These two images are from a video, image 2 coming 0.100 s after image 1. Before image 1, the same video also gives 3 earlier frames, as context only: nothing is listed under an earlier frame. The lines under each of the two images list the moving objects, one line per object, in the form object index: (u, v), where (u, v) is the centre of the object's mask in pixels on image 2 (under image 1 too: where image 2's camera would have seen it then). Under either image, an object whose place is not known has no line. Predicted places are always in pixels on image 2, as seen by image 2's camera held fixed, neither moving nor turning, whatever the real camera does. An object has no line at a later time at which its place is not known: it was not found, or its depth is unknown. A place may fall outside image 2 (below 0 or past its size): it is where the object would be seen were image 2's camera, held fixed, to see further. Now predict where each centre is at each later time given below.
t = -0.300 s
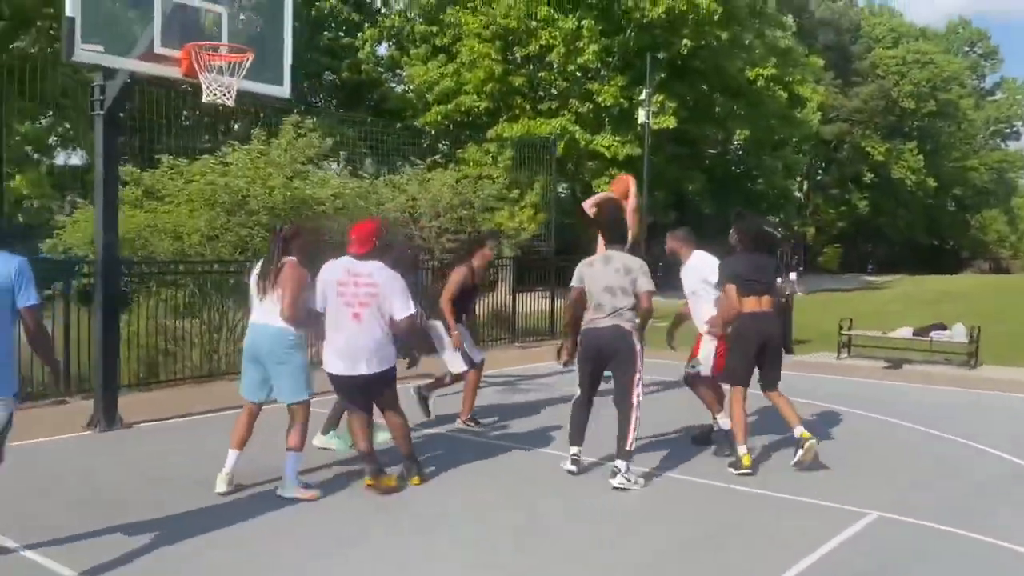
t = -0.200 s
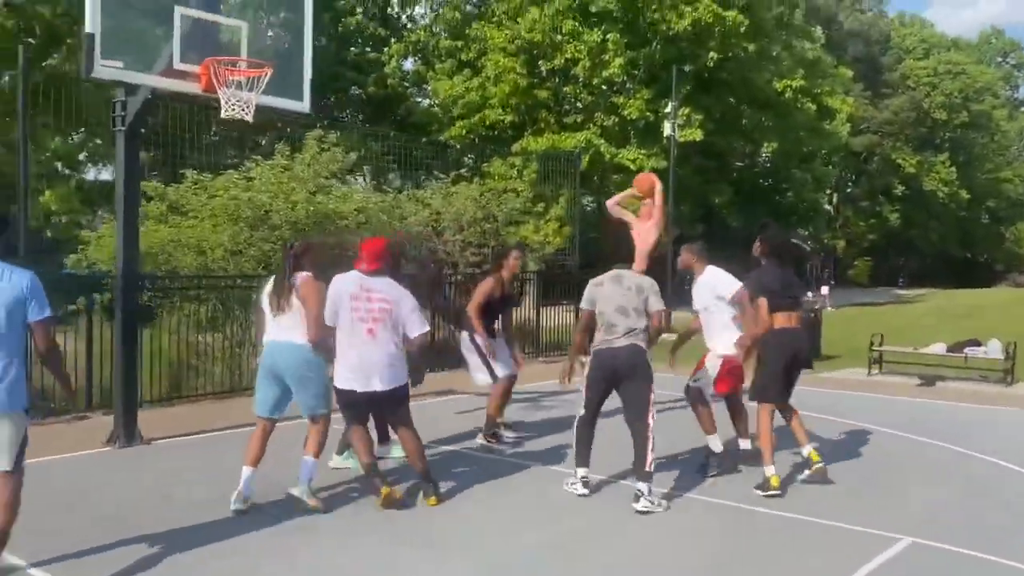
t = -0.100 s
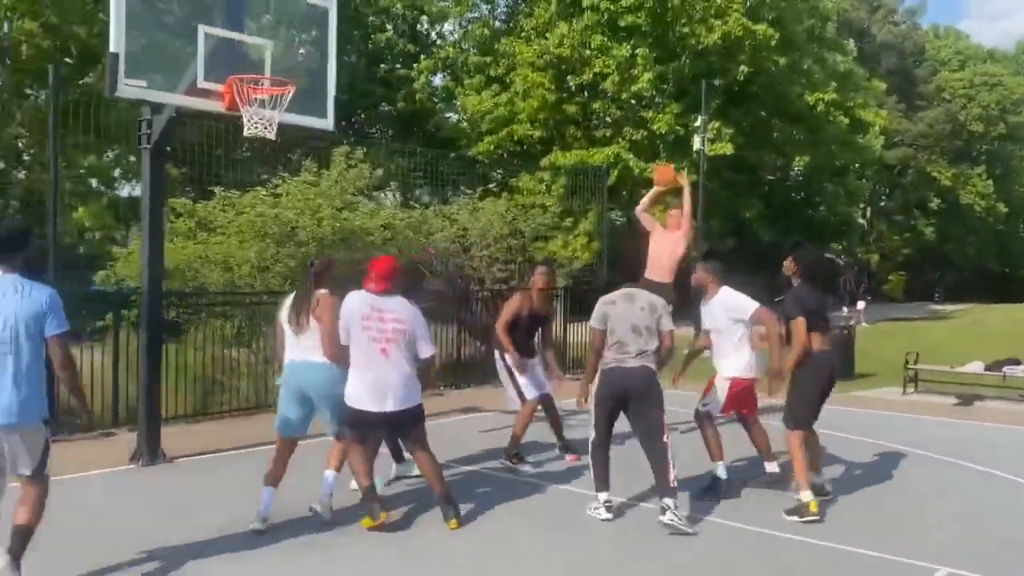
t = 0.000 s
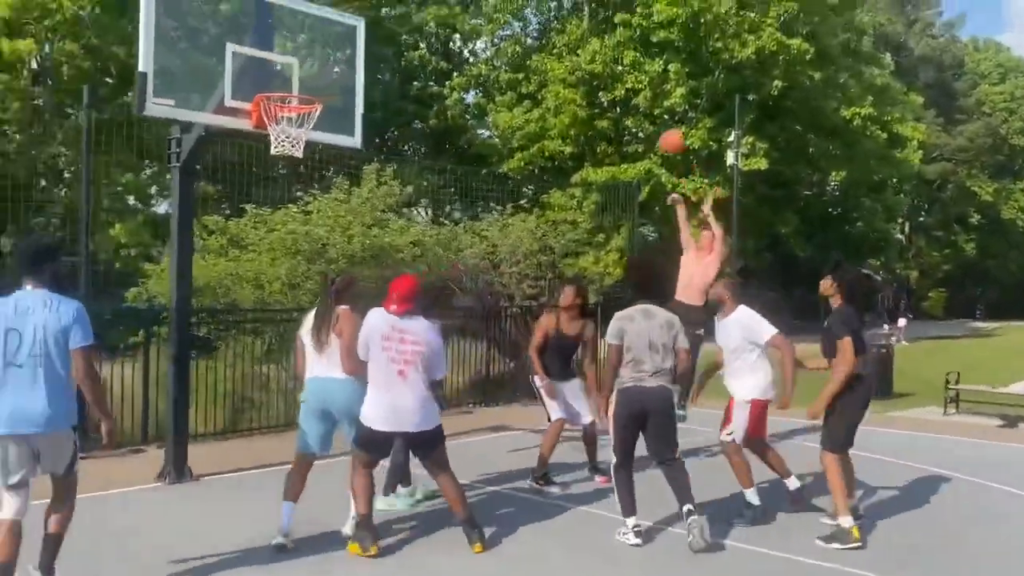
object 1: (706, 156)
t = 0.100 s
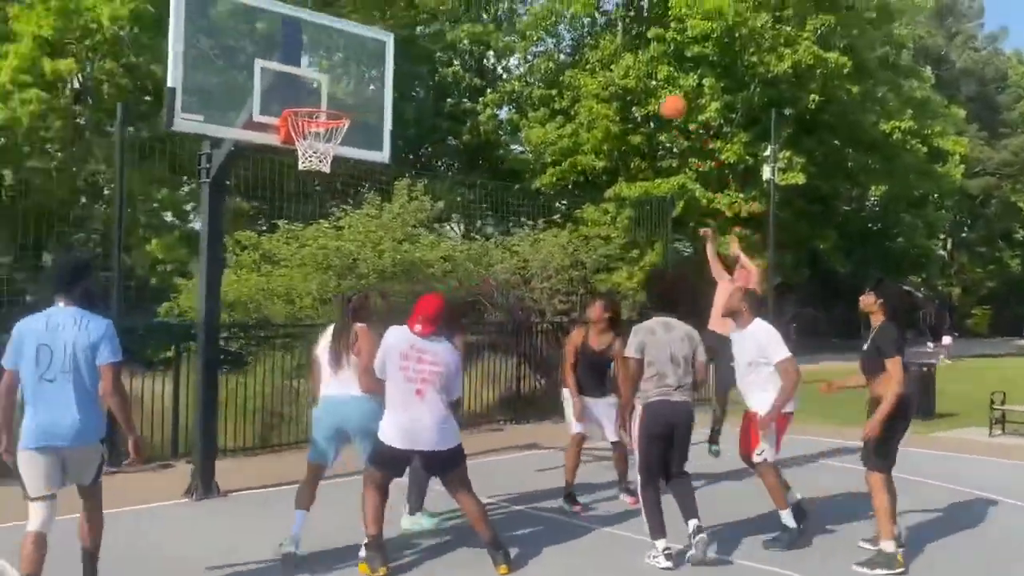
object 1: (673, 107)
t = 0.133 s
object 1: (661, 92)
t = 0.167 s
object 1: (650, 78)
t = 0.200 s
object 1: (636, 65)
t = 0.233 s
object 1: (625, 54)
